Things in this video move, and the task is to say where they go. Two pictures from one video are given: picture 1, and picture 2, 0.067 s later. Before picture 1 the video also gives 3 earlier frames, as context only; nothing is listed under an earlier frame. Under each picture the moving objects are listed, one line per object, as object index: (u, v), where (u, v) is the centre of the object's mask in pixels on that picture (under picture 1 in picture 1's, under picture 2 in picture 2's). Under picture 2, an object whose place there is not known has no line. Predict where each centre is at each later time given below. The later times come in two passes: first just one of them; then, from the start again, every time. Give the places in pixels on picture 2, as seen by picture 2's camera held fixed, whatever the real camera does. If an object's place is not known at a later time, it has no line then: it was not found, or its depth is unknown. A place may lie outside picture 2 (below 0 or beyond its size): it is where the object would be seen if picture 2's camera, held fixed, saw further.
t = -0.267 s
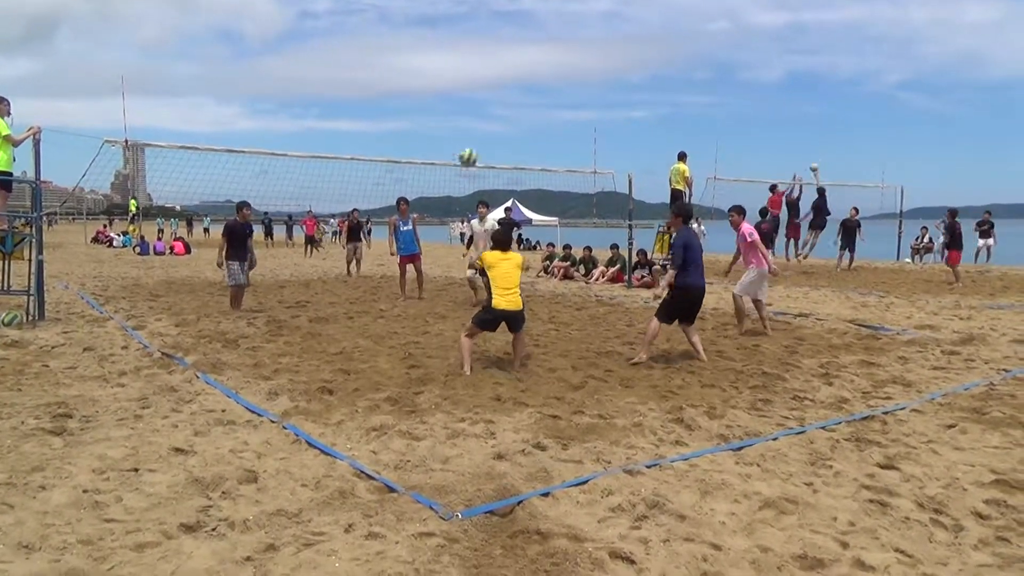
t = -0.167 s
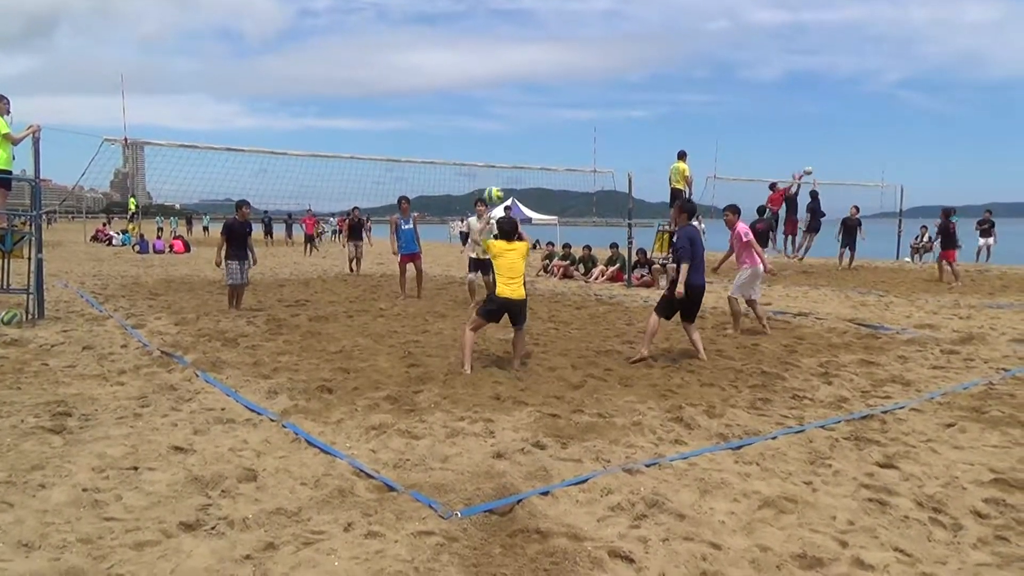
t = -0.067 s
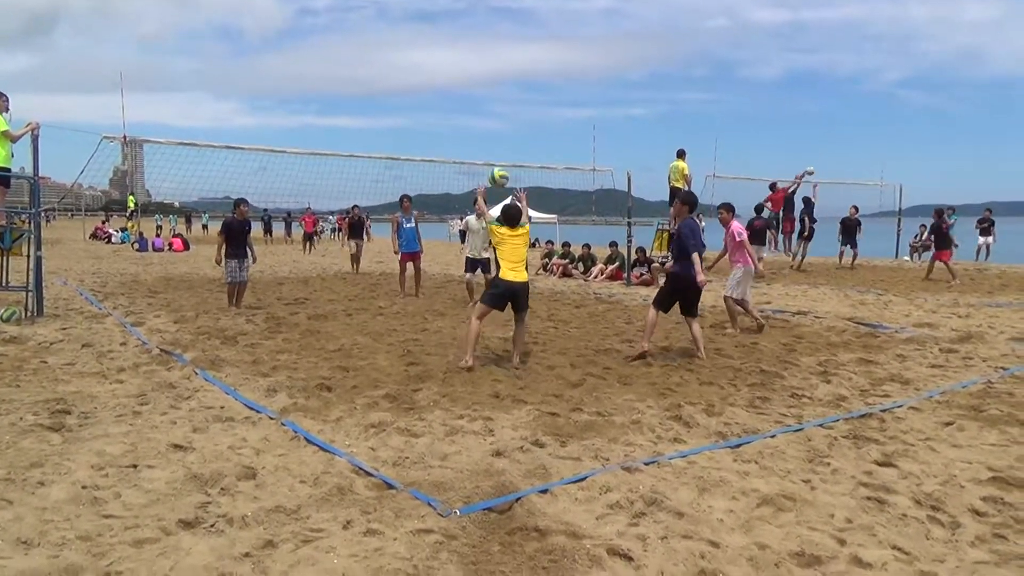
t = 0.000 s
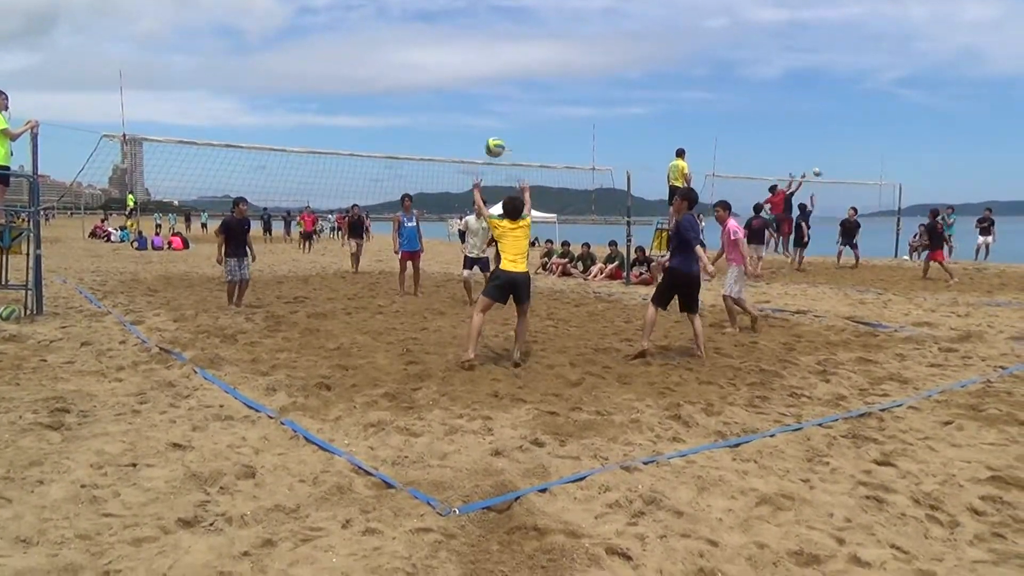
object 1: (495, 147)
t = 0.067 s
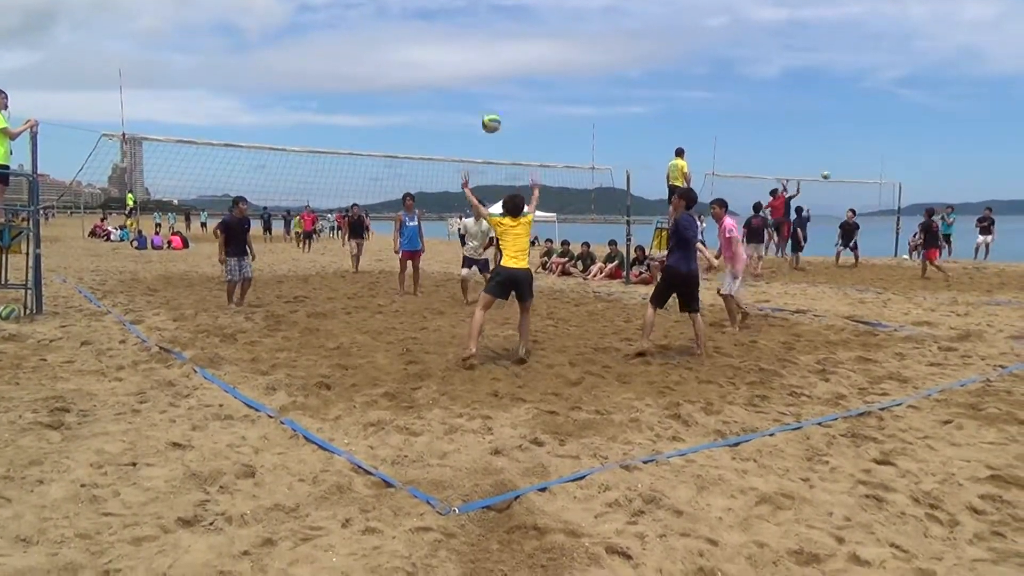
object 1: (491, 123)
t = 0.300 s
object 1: (478, 80)
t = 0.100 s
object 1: (489, 113)
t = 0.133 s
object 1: (487, 105)
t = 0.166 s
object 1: (485, 98)
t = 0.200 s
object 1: (484, 92)
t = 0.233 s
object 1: (482, 86)
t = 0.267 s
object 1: (480, 82)
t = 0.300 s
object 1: (478, 80)
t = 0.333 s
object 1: (476, 77)
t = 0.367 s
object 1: (474, 76)
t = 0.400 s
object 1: (472, 75)
